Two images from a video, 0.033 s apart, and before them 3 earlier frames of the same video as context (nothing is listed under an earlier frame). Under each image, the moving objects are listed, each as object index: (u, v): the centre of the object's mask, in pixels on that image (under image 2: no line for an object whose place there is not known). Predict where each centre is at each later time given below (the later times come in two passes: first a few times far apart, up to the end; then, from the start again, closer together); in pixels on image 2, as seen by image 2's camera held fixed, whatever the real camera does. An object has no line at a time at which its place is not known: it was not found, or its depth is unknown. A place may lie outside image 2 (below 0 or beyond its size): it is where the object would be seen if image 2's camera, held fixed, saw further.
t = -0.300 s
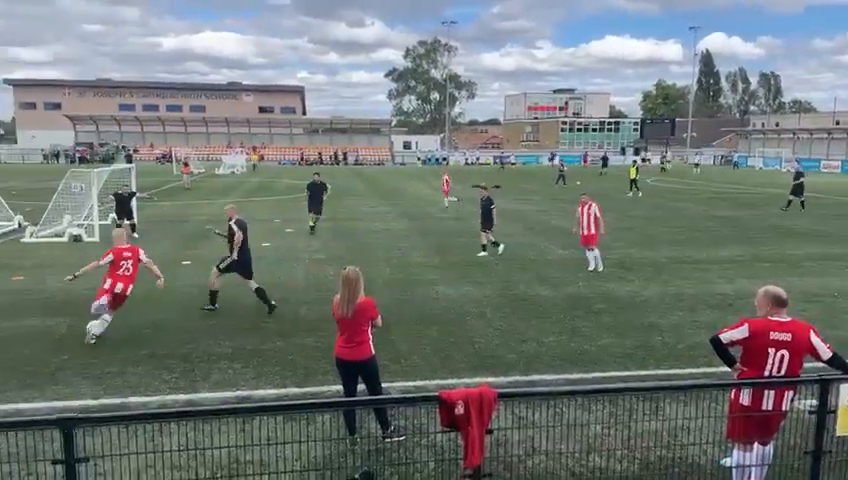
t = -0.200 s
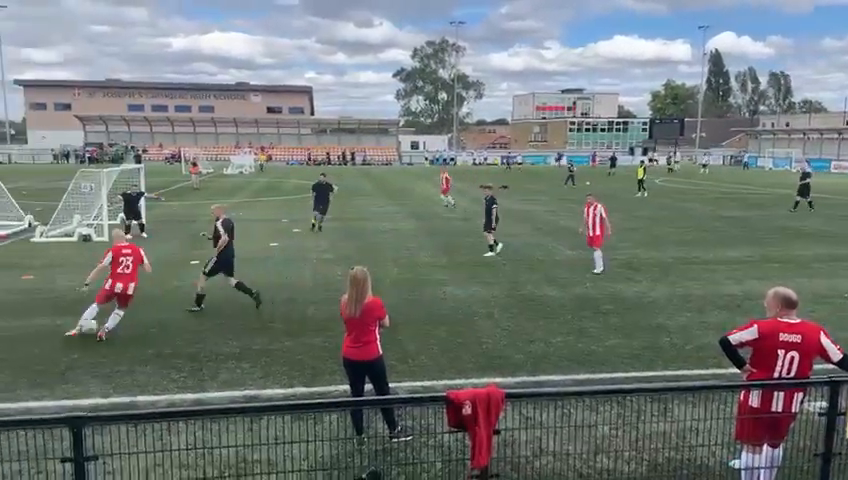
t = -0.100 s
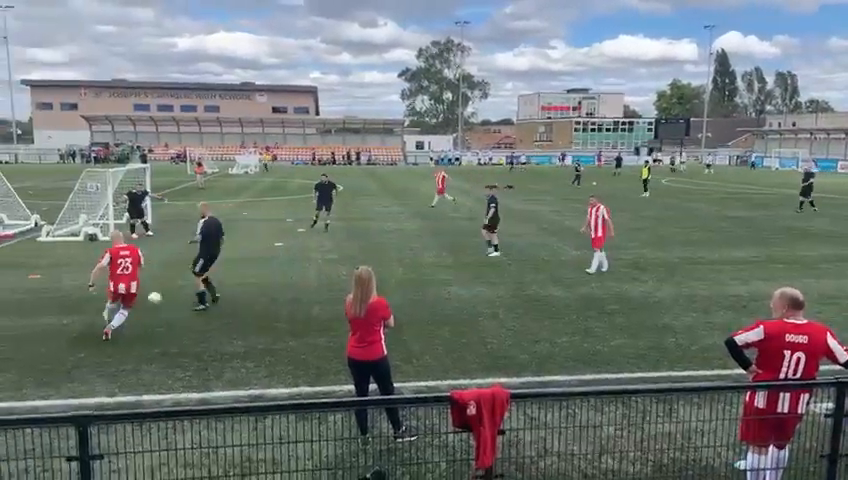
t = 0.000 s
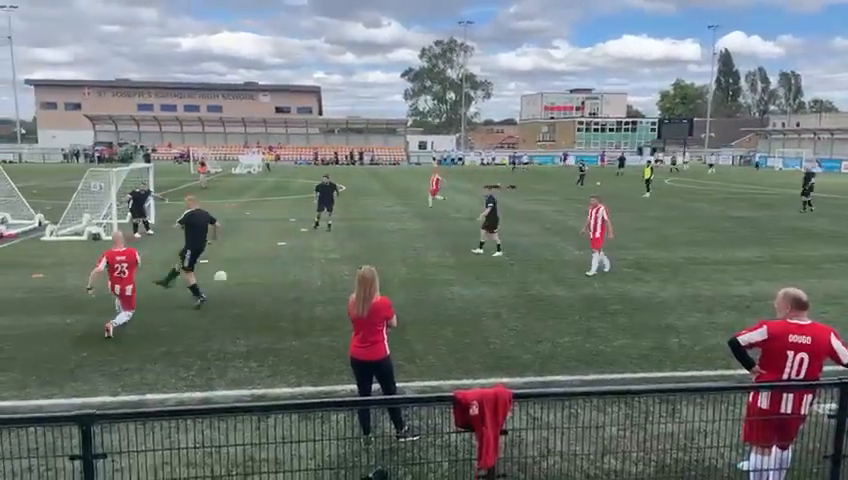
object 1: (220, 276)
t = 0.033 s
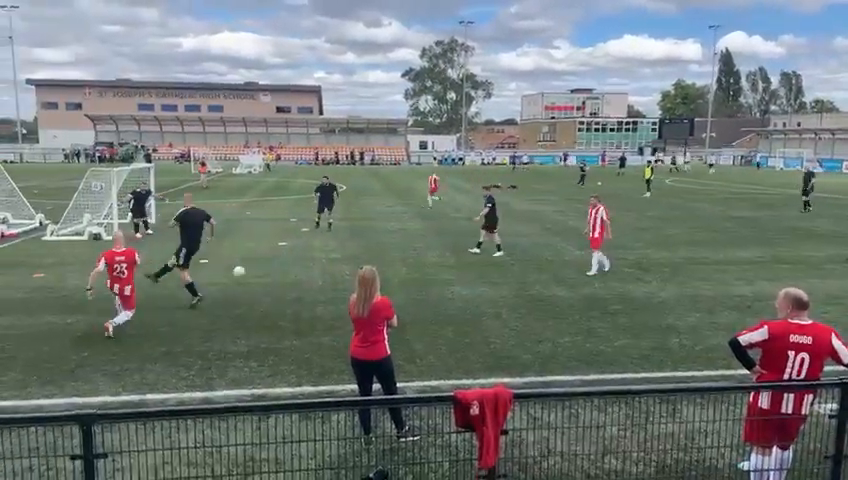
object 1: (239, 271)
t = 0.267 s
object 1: (326, 245)
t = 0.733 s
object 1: (414, 221)
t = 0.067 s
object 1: (255, 267)
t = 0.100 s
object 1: (270, 265)
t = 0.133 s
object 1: (284, 262)
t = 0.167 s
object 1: (295, 257)
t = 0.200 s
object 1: (306, 252)
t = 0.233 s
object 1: (316, 248)
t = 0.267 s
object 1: (326, 245)
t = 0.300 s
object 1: (335, 243)
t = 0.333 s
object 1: (344, 242)
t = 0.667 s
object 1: (406, 224)
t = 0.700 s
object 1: (410, 222)
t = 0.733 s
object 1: (414, 221)
